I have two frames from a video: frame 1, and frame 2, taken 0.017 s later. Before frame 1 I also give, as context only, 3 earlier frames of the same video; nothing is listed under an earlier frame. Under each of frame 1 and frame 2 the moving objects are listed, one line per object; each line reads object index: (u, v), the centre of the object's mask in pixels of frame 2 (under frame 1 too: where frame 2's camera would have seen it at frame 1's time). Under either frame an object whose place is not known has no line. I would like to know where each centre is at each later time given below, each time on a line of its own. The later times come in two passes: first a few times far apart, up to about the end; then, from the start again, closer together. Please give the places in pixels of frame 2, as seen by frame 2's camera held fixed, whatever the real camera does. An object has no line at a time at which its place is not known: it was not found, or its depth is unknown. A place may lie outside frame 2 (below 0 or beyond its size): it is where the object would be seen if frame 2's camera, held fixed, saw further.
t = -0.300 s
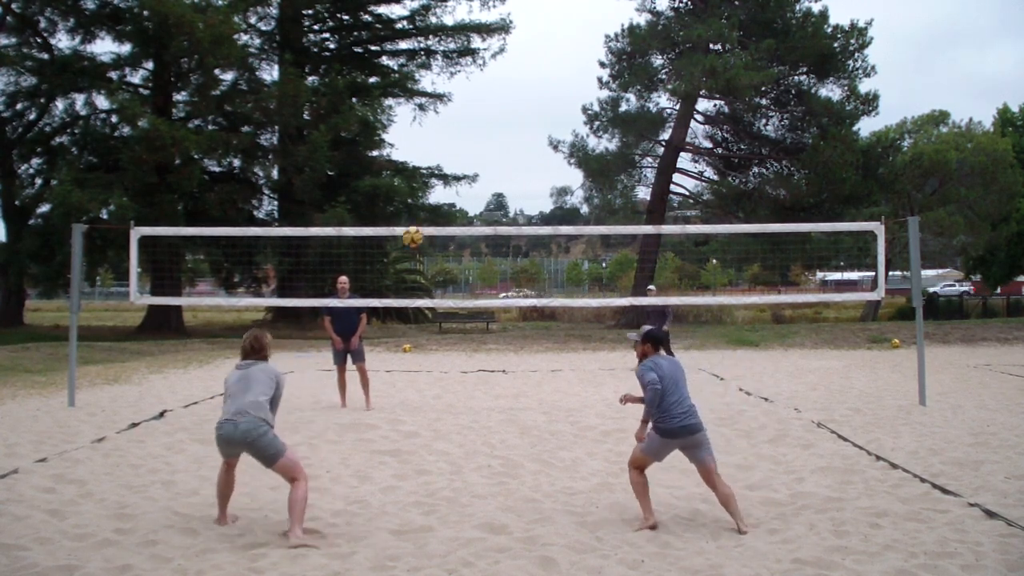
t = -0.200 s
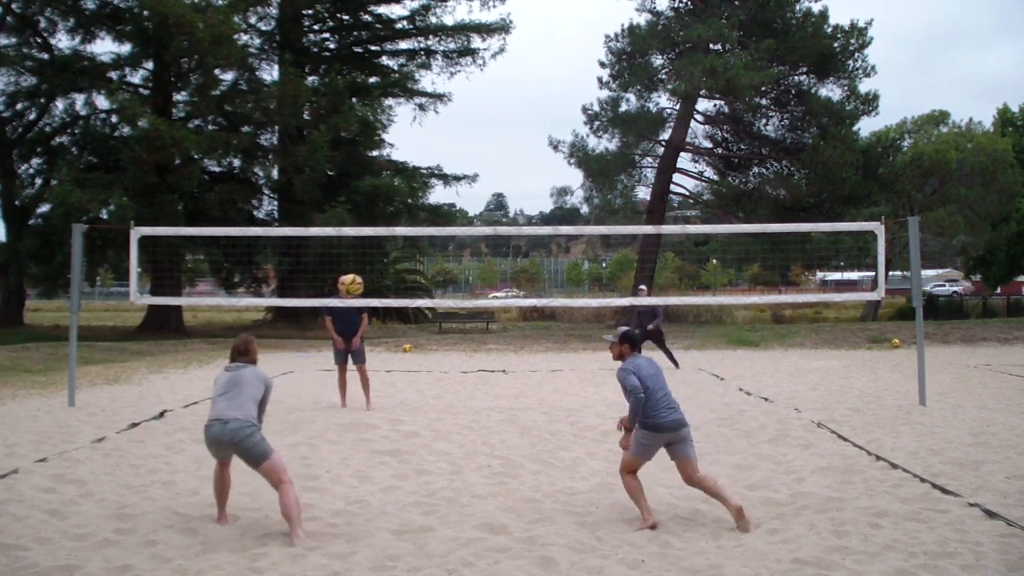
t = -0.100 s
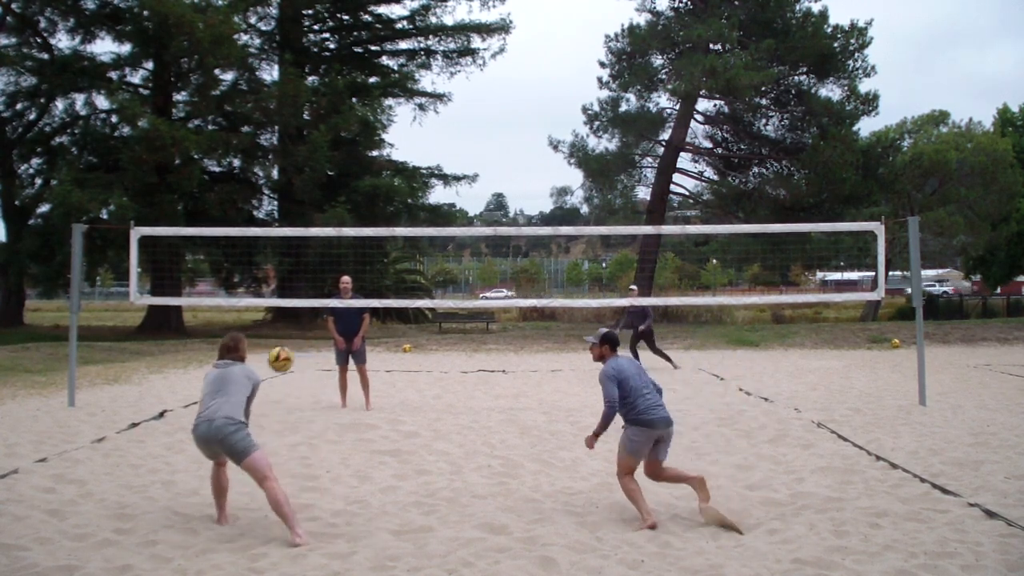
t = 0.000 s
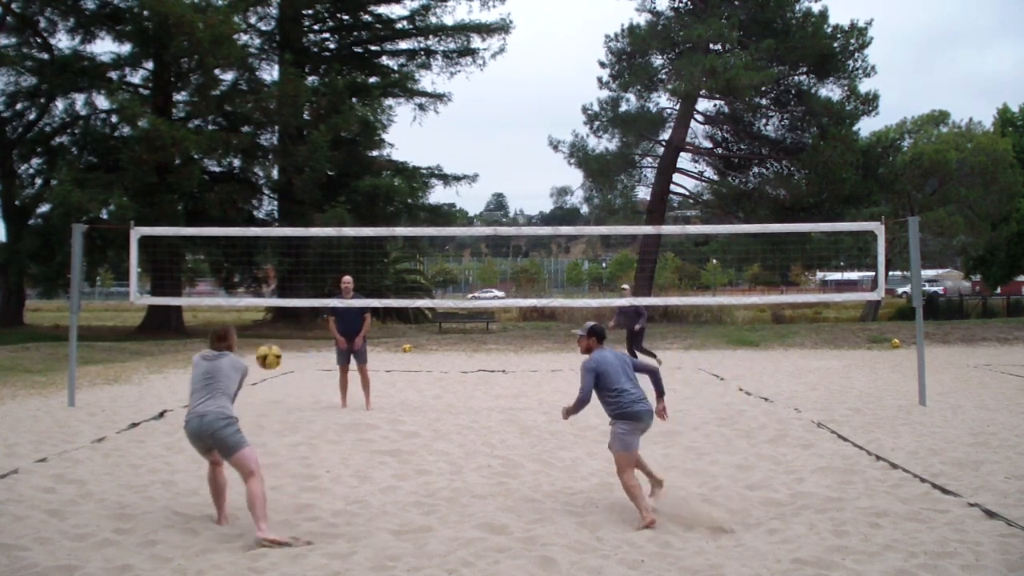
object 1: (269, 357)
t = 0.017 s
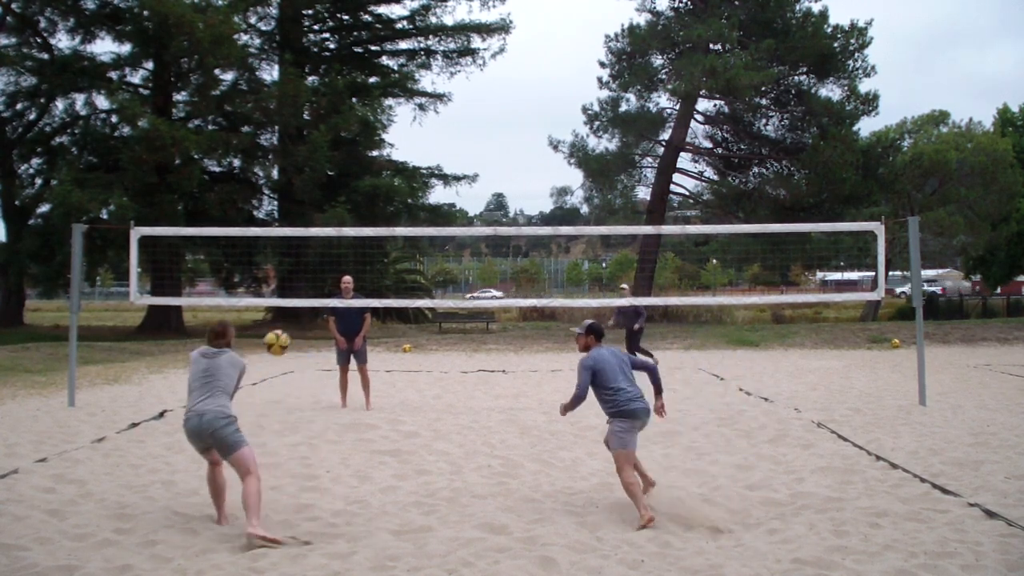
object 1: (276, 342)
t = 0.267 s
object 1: (390, 191)
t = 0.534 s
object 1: (493, 123)
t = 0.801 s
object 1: (581, 131)
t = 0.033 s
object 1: (285, 329)
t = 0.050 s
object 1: (293, 318)
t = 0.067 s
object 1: (301, 305)
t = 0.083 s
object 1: (308, 292)
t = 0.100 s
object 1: (316, 282)
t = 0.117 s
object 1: (324, 270)
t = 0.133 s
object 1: (331, 260)
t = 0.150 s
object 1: (339, 250)
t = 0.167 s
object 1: (346, 241)
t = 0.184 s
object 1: (354, 231)
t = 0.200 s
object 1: (361, 221)
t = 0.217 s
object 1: (368, 214)
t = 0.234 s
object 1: (376, 205)
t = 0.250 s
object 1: (383, 198)
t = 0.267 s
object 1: (390, 191)
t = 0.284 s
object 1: (397, 184)
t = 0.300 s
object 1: (404, 177)
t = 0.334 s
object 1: (417, 166)
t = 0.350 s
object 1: (424, 161)
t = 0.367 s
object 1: (431, 156)
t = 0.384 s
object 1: (437, 151)
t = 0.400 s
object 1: (444, 146)
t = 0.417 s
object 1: (450, 142)
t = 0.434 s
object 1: (456, 139)
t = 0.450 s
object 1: (463, 135)
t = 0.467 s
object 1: (469, 132)
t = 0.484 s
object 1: (475, 129)
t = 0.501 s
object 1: (481, 127)
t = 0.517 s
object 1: (487, 125)
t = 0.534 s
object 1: (493, 123)
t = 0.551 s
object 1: (498, 122)
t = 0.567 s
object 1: (504, 120)
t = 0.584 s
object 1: (510, 119)
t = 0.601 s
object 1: (516, 118)
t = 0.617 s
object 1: (522, 118)
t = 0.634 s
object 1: (527, 118)
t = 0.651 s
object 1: (533, 118)
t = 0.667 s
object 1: (538, 119)
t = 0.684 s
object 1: (544, 120)
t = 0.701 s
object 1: (549, 121)
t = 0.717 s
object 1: (555, 122)
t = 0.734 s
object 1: (560, 123)
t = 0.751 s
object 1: (565, 125)
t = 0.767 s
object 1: (570, 127)
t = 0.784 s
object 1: (576, 129)
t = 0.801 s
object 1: (581, 131)
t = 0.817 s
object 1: (586, 135)
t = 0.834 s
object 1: (591, 137)
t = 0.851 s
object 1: (596, 141)
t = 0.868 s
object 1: (601, 145)
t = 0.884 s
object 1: (606, 148)
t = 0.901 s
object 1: (611, 151)
